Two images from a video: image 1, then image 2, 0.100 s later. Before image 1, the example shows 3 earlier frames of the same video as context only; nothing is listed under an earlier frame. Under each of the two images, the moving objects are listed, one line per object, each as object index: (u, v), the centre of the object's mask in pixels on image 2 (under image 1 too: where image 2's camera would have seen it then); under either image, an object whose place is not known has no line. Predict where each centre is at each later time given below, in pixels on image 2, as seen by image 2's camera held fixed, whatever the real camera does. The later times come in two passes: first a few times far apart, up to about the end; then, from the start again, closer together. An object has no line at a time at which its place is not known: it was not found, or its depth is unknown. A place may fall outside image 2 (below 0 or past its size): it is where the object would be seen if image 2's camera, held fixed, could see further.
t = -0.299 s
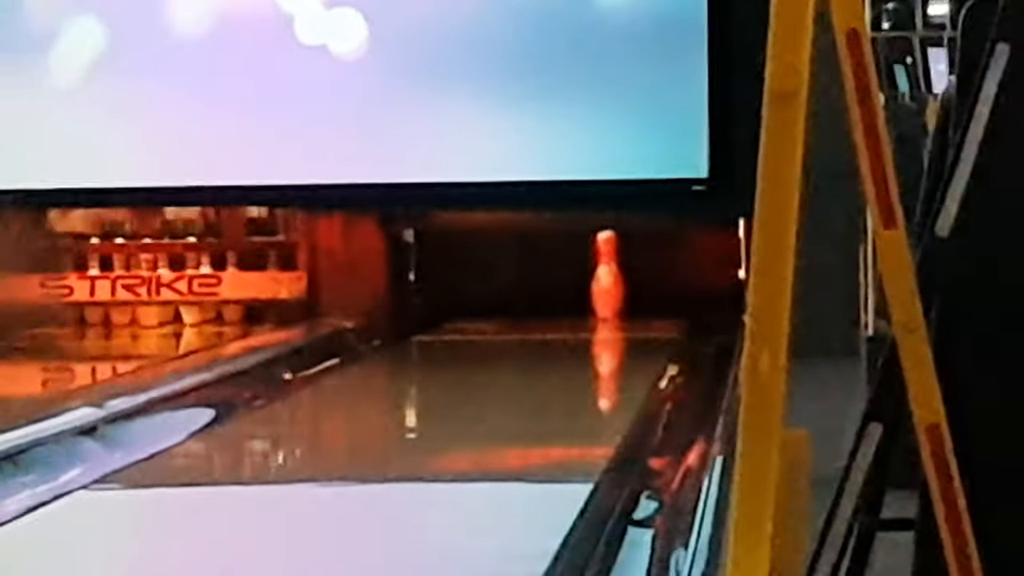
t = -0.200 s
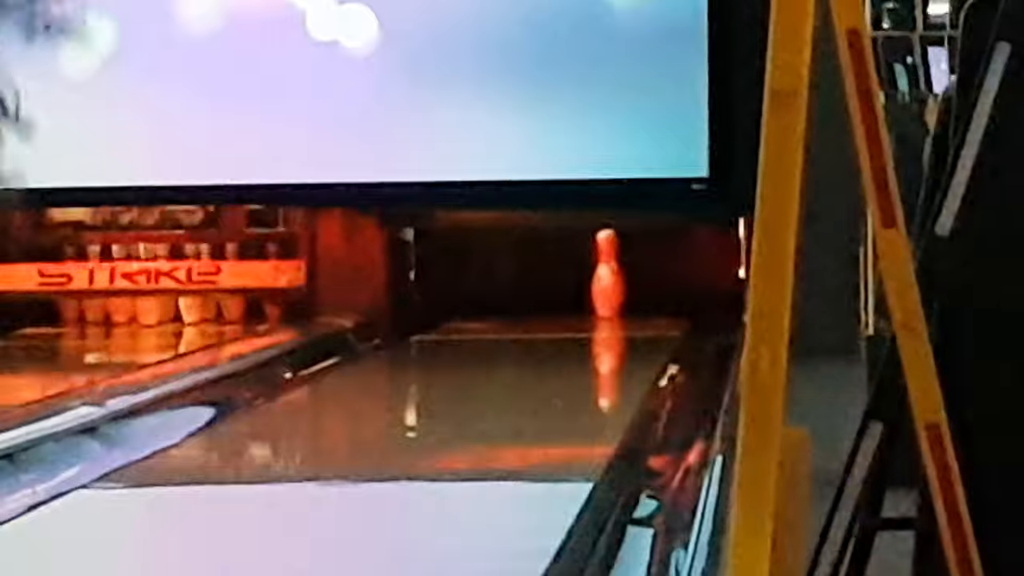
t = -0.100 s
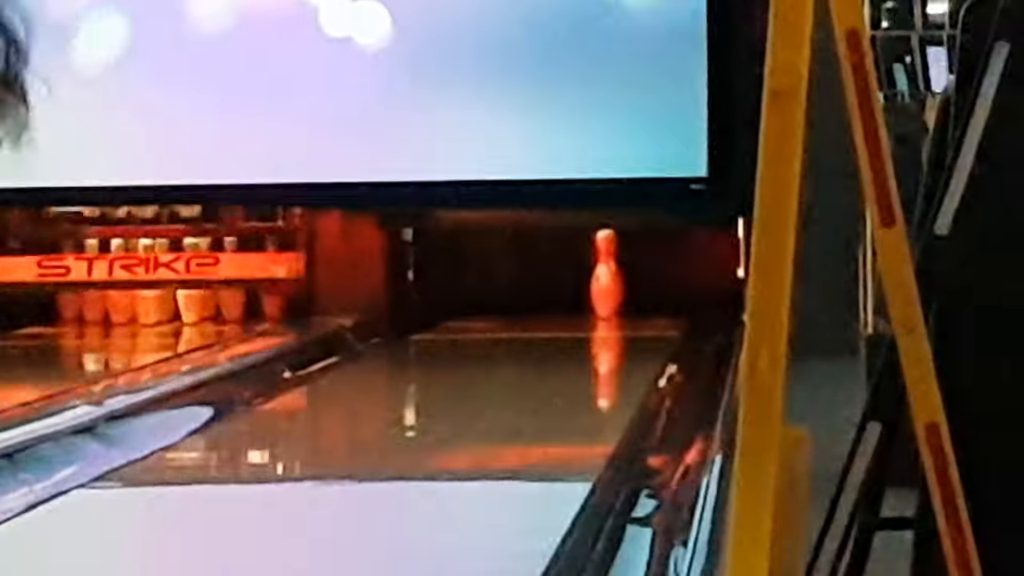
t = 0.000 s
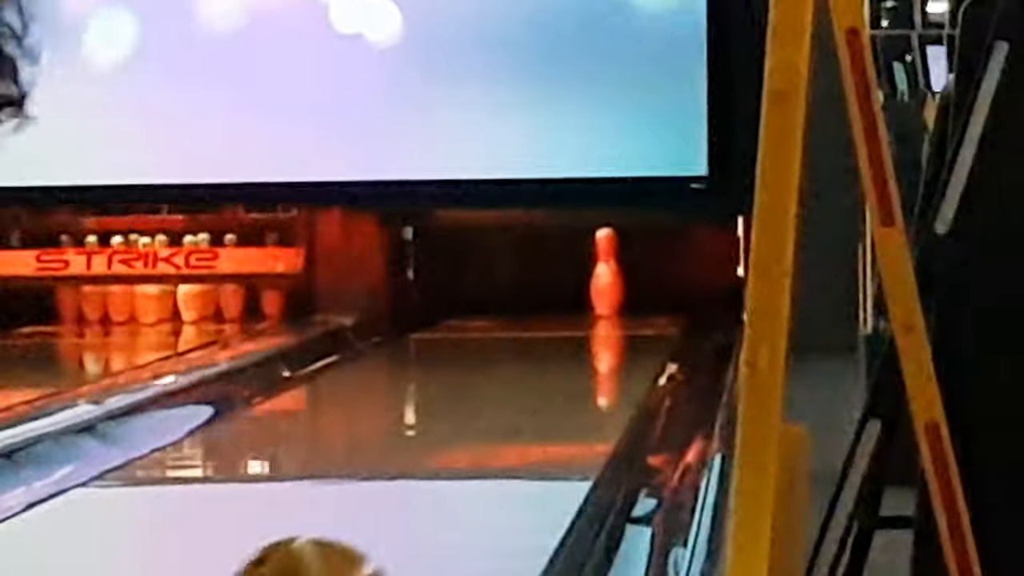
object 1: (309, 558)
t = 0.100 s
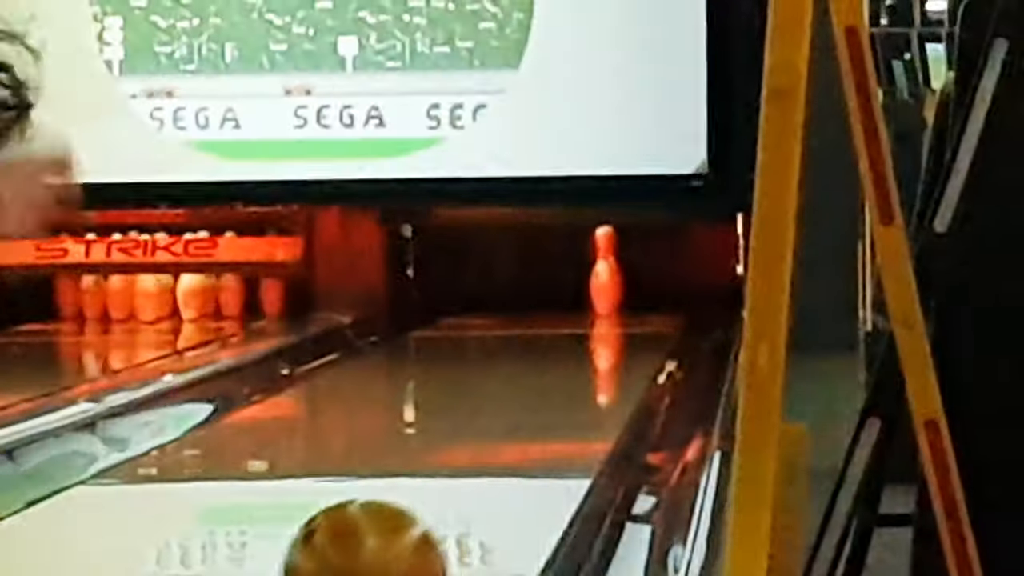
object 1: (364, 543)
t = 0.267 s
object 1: (438, 521)
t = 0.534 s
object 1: (517, 463)
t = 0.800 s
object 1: (569, 420)
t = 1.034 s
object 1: (603, 393)
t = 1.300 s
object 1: (633, 369)
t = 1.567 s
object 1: (674, 358)
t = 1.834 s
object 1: (692, 348)
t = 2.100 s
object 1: (694, 338)
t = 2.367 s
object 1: (700, 330)
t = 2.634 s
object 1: (708, 317)
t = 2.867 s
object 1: (710, 309)
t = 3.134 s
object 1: (711, 302)
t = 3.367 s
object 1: (717, 300)
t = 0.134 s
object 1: (381, 539)
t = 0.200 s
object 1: (411, 529)
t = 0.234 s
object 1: (424, 524)
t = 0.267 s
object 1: (438, 521)
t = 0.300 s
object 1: (450, 515)
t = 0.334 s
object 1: (460, 507)
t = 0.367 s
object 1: (471, 499)
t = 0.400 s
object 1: (481, 492)
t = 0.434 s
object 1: (490, 484)
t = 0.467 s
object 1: (500, 476)
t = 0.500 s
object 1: (508, 470)
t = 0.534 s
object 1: (517, 463)
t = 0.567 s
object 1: (524, 457)
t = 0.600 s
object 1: (531, 450)
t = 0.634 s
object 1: (538, 445)
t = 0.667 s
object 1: (546, 440)
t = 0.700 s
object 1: (552, 435)
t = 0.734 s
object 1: (559, 430)
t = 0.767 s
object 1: (566, 425)
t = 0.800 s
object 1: (569, 420)
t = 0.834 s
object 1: (575, 416)
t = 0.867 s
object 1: (580, 412)
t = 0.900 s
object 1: (585, 408)
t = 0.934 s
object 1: (590, 404)
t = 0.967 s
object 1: (594, 401)
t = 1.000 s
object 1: (600, 398)
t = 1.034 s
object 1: (603, 393)
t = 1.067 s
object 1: (608, 390)
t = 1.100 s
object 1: (614, 387)
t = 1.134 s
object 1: (616, 384)
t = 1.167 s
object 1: (621, 381)
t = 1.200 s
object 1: (623, 378)
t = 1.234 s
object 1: (627, 373)
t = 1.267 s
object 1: (630, 370)
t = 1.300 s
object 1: (633, 369)
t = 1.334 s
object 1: (635, 366)
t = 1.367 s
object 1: (639, 364)
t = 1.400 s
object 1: (645, 362)
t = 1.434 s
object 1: (649, 359)
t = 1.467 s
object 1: (654, 355)
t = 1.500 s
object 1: (657, 352)
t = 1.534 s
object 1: (665, 354)
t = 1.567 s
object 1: (674, 358)
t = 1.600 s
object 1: (682, 364)
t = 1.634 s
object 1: (690, 358)
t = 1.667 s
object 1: (688, 347)
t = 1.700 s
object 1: (686, 350)
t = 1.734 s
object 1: (682, 344)
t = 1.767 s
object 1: (682, 348)
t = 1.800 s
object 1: (687, 349)
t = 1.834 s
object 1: (692, 348)
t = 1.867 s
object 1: (695, 344)
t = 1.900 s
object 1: (694, 344)
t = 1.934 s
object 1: (693, 346)
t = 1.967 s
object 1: (692, 345)
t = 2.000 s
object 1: (689, 340)
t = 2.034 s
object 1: (691, 338)
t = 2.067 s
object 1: (691, 337)
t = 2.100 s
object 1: (694, 338)
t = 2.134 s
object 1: (696, 336)
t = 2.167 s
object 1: (698, 333)
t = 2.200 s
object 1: (701, 334)
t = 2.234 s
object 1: (701, 332)
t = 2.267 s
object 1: (701, 330)
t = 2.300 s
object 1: (701, 327)
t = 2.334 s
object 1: (700, 328)
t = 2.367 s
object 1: (700, 330)
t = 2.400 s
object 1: (700, 329)
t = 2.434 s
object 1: (701, 327)
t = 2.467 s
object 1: (703, 328)
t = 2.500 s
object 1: (704, 323)
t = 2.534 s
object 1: (708, 320)
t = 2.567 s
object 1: (708, 316)
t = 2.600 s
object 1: (708, 319)
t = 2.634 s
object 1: (708, 317)
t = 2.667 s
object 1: (708, 316)
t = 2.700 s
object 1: (708, 312)
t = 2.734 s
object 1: (707, 314)
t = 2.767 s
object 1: (706, 311)
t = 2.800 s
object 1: (707, 310)
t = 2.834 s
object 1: (710, 315)
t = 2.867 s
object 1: (710, 309)
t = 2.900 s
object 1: (710, 308)
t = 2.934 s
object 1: (710, 309)
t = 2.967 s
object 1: (710, 307)
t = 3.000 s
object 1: (711, 307)
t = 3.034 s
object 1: (710, 306)
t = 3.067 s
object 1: (711, 309)
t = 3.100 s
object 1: (711, 304)
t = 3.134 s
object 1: (711, 302)
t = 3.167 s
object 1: (712, 300)
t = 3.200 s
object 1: (713, 303)
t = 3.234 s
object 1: (715, 302)
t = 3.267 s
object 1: (715, 302)
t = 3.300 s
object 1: (716, 300)
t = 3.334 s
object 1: (716, 300)
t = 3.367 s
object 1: (717, 300)
